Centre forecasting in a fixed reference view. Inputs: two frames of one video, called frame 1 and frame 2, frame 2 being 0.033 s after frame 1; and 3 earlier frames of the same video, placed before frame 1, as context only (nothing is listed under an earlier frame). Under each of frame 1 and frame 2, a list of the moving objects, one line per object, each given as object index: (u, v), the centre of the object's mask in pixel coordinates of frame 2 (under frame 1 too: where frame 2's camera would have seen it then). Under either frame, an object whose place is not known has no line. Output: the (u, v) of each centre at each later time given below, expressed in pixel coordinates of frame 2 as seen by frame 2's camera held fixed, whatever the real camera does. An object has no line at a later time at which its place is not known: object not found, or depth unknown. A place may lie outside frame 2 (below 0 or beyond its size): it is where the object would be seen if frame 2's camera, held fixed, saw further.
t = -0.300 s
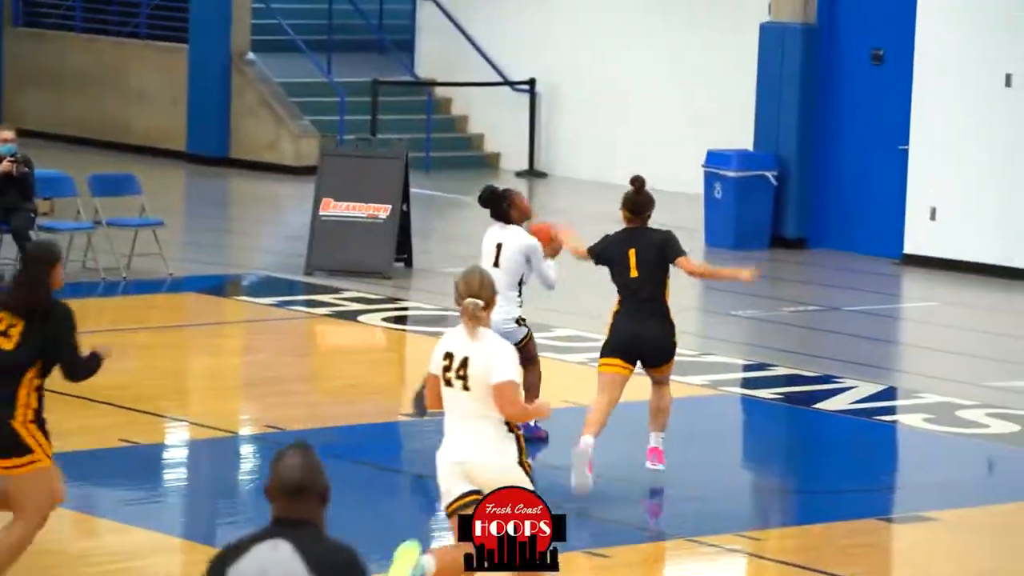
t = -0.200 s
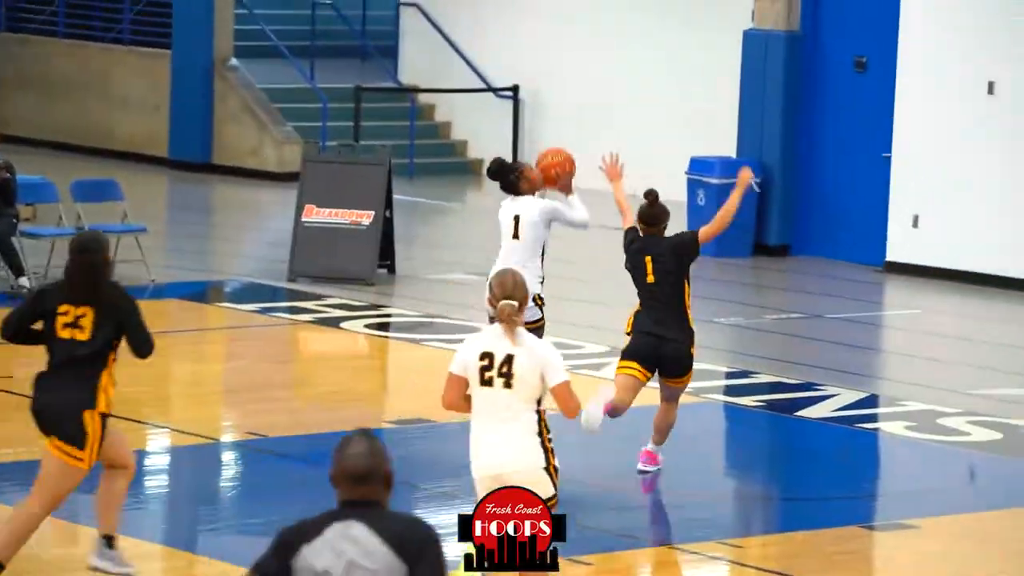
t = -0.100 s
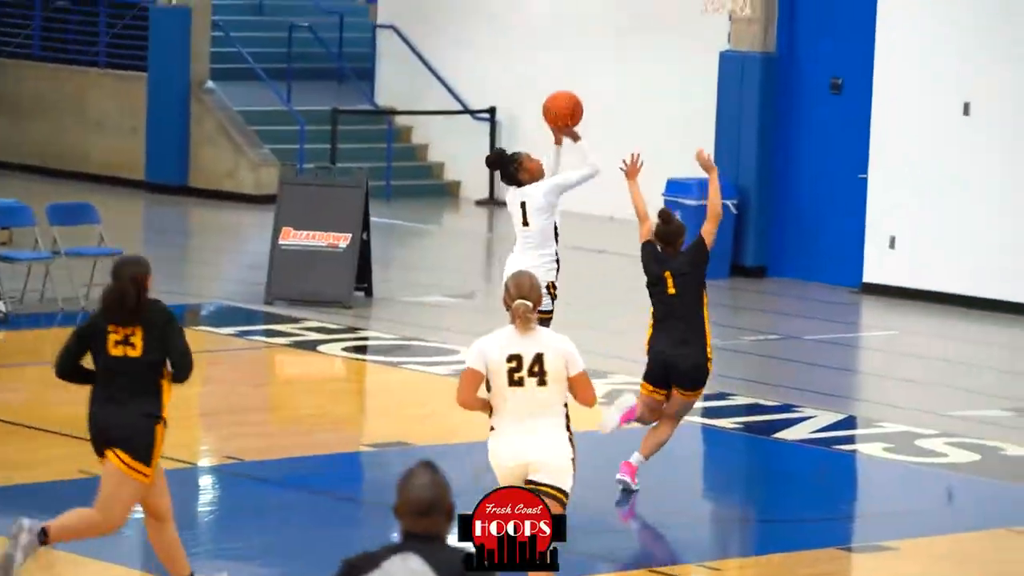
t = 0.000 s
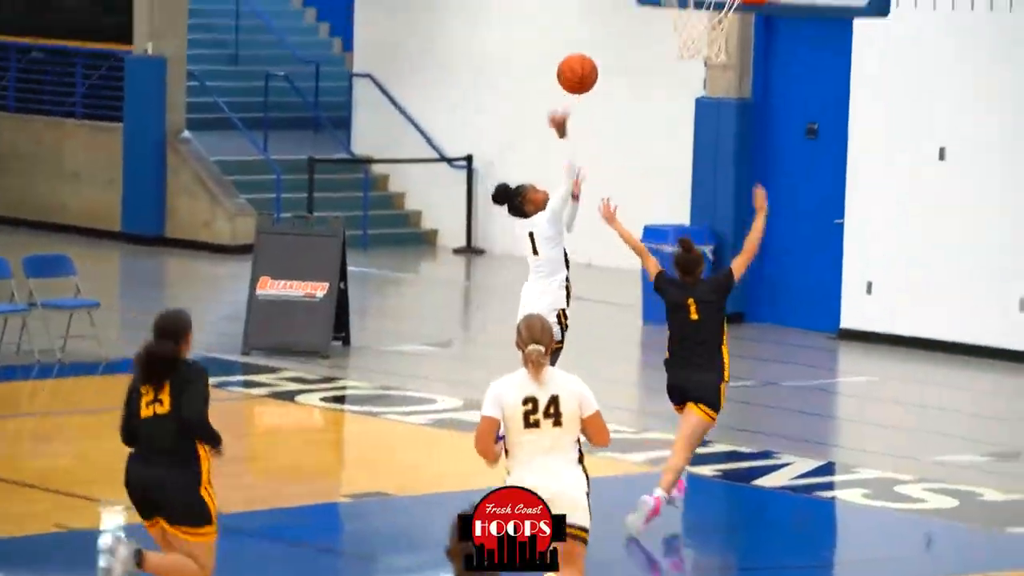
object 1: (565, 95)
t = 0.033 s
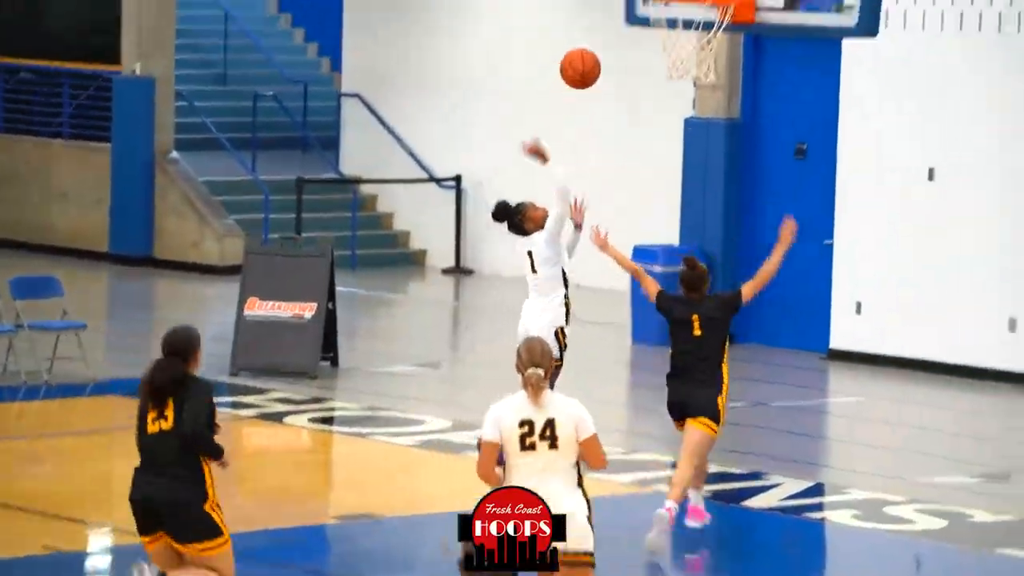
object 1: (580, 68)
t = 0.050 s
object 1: (587, 56)
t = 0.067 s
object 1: (595, 44)
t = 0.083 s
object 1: (602, 33)
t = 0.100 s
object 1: (607, 22)
